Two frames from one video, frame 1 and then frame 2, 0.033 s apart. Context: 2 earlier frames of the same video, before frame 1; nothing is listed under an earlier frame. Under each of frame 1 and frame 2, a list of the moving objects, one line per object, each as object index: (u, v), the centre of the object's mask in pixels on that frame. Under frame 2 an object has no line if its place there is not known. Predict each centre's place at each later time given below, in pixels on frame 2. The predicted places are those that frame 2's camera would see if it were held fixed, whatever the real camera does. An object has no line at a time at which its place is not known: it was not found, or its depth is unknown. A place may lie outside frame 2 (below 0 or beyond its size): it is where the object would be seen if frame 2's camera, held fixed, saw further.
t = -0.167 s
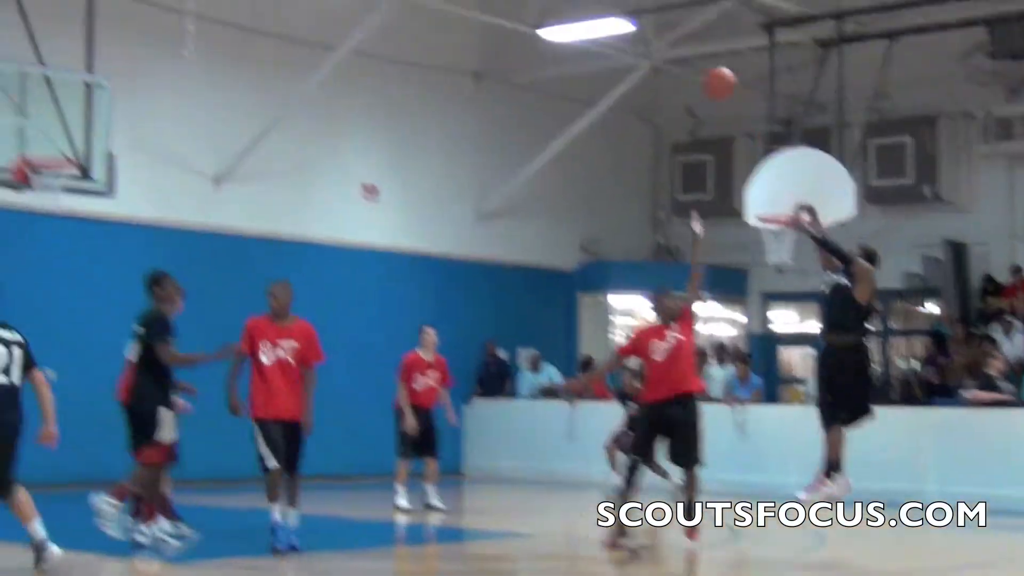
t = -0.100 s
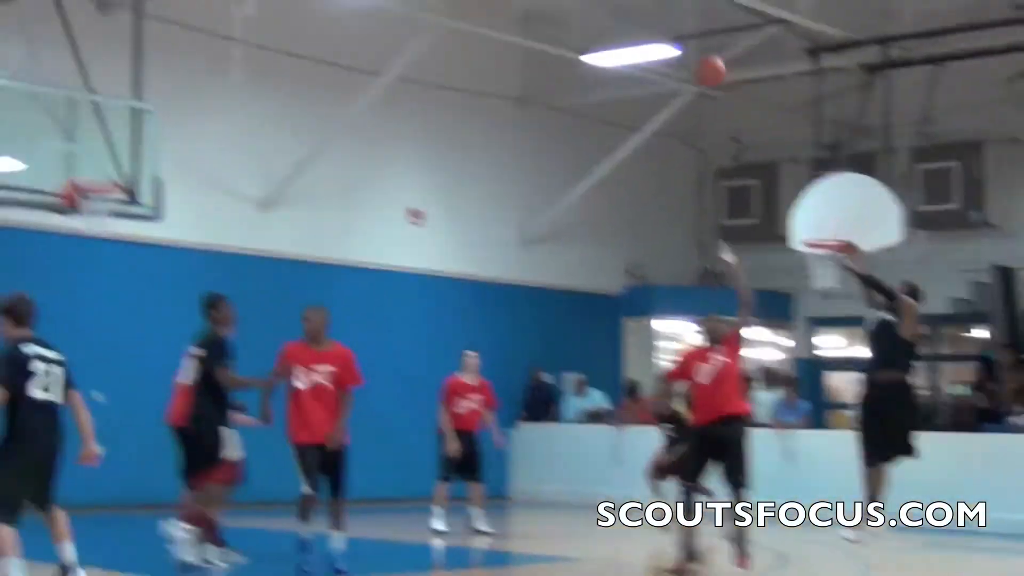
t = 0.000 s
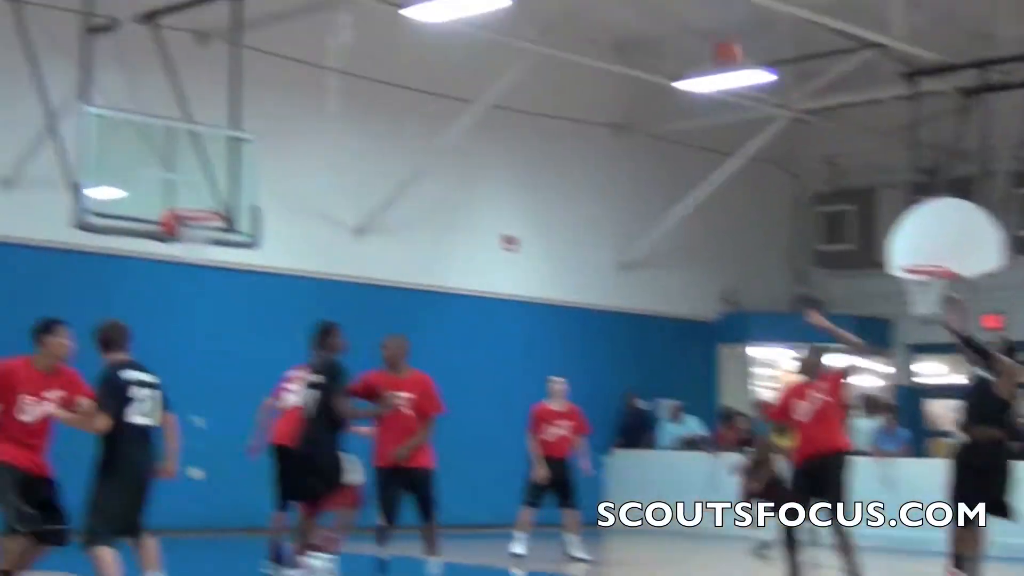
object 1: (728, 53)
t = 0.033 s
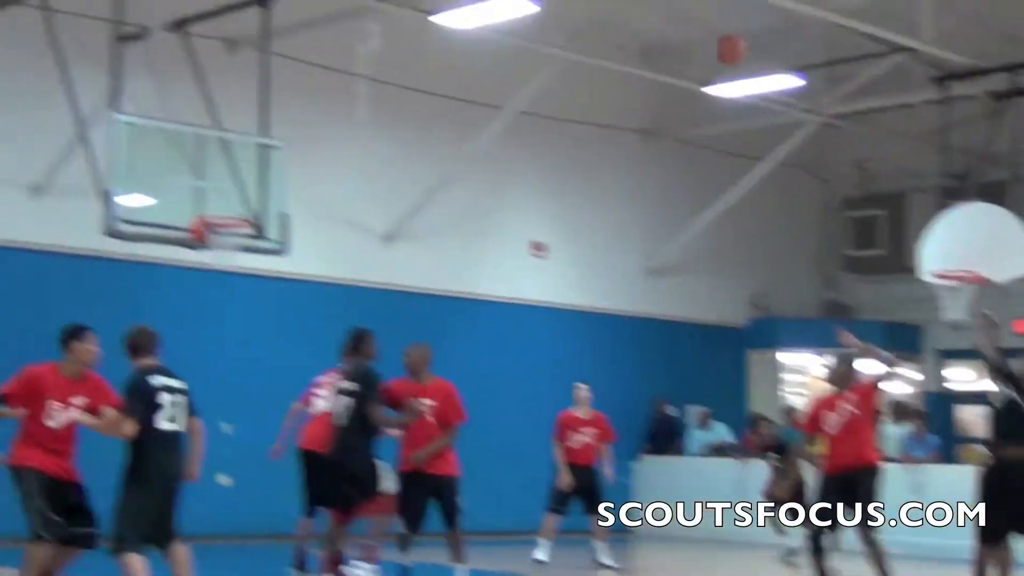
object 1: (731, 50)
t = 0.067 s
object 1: (705, 41)
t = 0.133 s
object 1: (658, 28)
